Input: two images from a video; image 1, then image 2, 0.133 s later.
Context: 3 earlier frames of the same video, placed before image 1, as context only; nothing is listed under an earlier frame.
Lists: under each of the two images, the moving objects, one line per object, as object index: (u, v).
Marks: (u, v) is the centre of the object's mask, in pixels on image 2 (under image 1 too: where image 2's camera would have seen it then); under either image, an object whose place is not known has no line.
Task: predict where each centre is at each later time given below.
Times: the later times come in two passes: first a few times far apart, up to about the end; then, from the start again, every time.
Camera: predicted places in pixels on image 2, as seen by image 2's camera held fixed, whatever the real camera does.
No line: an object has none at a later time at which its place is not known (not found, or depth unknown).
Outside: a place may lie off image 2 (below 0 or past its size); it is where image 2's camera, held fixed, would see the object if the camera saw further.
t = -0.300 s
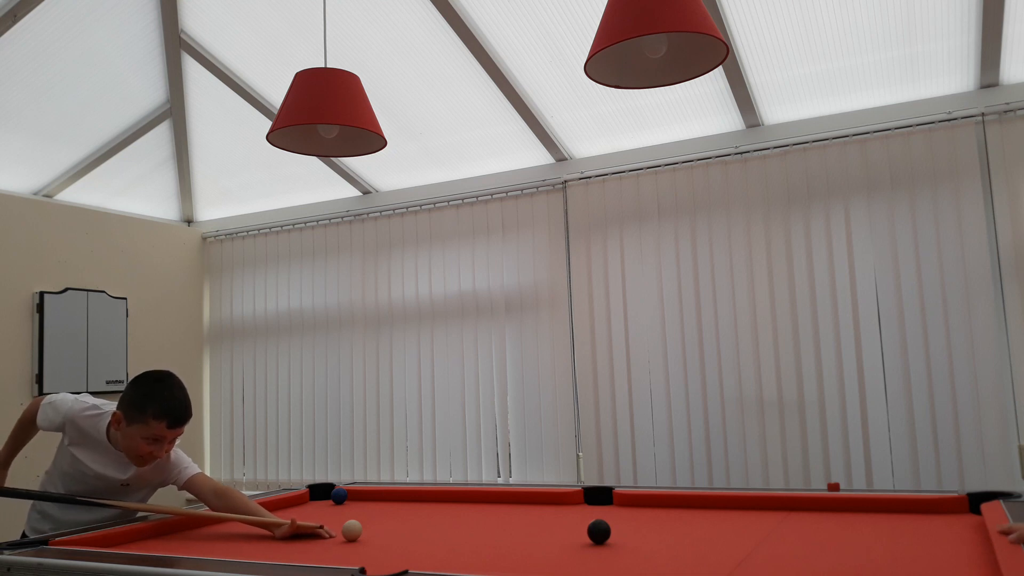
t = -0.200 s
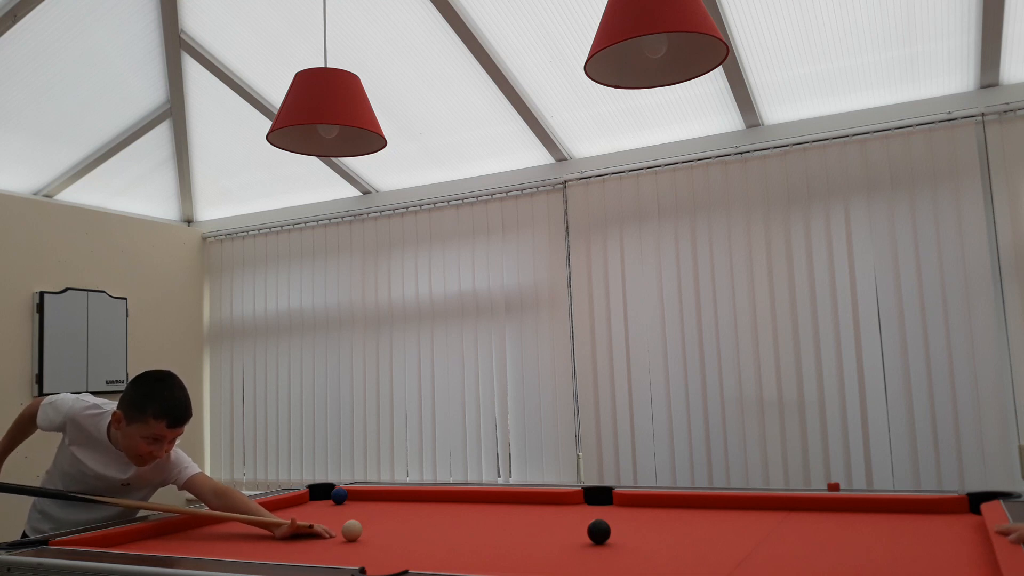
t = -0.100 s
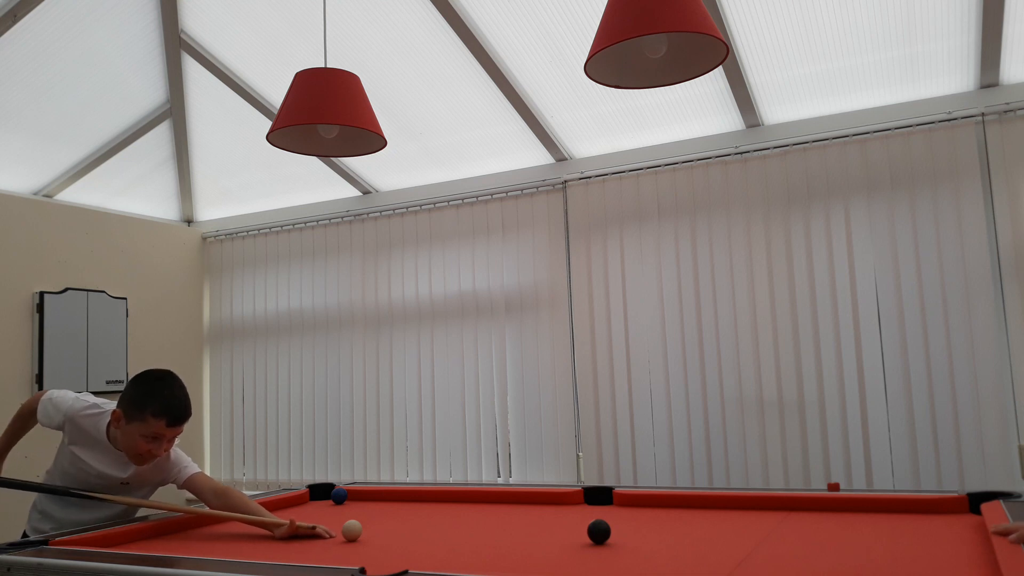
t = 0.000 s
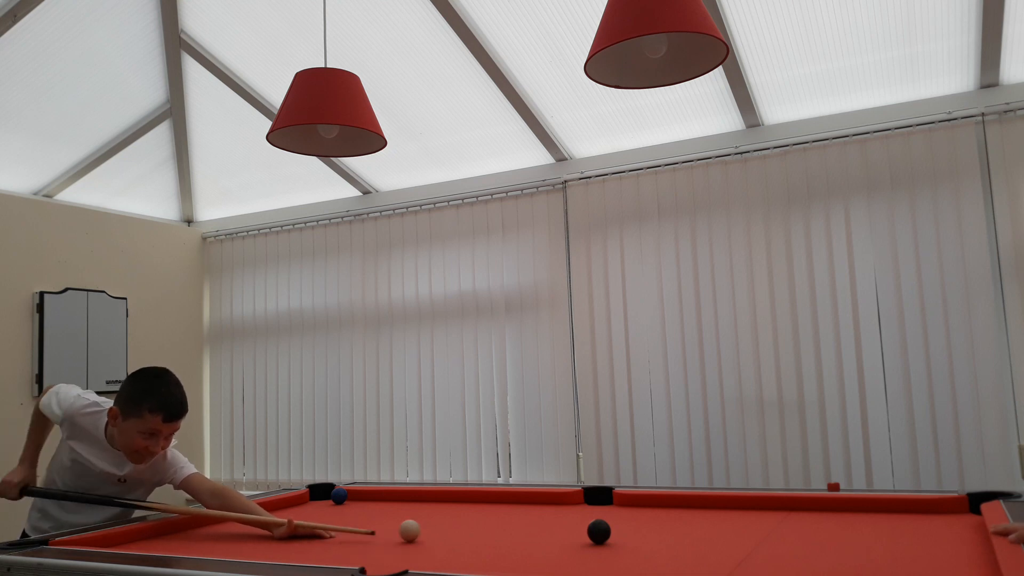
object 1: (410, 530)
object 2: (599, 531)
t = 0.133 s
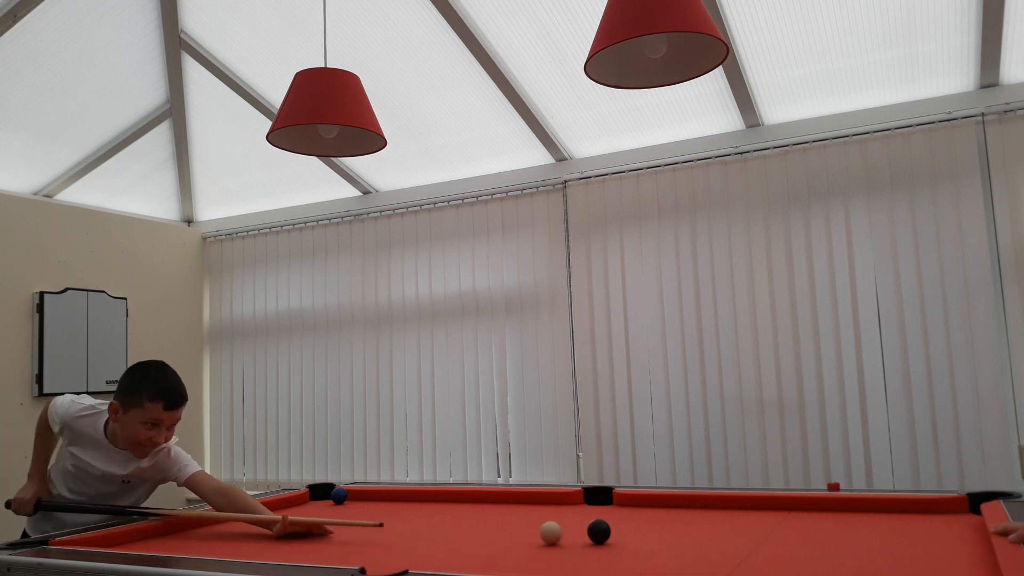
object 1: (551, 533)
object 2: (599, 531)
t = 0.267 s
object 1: (584, 541)
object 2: (680, 527)
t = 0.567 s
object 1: (624, 563)
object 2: (844, 518)
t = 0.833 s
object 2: (964, 510)
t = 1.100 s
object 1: (721, 570)
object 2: (879, 503)
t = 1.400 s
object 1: (771, 566)
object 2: (805, 506)
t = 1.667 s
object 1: (809, 562)
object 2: (743, 508)
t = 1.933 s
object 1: (842, 557)
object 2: (683, 509)
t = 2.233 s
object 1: (873, 551)
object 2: (621, 511)
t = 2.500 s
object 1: (895, 546)
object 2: (569, 512)
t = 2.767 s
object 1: (914, 542)
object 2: (521, 514)
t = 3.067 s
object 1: (932, 538)
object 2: (470, 515)
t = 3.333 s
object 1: (944, 535)
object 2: (427, 517)
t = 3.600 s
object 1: (954, 533)
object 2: (387, 518)
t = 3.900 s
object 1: (961, 531)
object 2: (345, 519)
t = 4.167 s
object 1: (965, 530)
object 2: (310, 520)
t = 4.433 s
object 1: (967, 529)
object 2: (277, 521)
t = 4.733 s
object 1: (966, 528)
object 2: (244, 522)
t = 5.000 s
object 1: (966, 528)
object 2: (217, 523)
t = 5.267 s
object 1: (966, 529)
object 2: (192, 523)
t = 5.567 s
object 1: (966, 529)
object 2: (190, 524)
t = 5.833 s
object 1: (966, 529)
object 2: (197, 525)
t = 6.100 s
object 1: (966, 529)
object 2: (203, 526)
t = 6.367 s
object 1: (966, 529)
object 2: (208, 526)
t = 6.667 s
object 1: (966, 529)
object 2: (211, 527)
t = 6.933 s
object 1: (966, 529)
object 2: (213, 527)
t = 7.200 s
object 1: (966, 529)
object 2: (212, 527)
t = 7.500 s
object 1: (966, 529)
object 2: (213, 527)
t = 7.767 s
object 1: (966, 529)
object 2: (212, 527)
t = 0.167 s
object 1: (576, 534)
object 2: (606, 531)
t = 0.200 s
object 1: (578, 536)
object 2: (632, 529)
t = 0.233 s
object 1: (580, 539)
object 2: (656, 528)
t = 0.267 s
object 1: (584, 541)
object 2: (680, 527)
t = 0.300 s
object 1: (588, 543)
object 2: (702, 526)
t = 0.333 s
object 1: (592, 546)
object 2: (722, 525)
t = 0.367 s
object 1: (596, 548)
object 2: (741, 524)
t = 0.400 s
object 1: (601, 550)
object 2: (758, 523)
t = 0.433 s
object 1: (606, 553)
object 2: (776, 521)
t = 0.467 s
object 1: (610, 555)
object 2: (793, 520)
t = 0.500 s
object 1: (615, 558)
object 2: (810, 520)
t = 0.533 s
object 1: (620, 560)
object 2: (826, 518)
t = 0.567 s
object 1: (624, 563)
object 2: (844, 518)
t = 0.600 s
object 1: (629, 564)
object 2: (860, 516)
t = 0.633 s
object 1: (635, 566)
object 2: (877, 516)
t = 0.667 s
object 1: (640, 567)
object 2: (893, 515)
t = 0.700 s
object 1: (646, 568)
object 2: (910, 514)
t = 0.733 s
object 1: (651, 570)
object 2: (926, 513)
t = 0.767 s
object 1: (657, 571)
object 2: (943, 512)
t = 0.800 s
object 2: (959, 511)
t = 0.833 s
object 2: (964, 510)
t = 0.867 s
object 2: (950, 509)
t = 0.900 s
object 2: (938, 508)
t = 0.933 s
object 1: (689, 573)
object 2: (927, 507)
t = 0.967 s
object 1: (696, 572)
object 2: (917, 506)
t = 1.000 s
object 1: (702, 572)
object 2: (908, 506)
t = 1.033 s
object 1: (708, 571)
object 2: (898, 505)
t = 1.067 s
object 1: (714, 571)
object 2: (888, 504)
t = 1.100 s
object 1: (721, 570)
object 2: (879, 503)
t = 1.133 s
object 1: (727, 570)
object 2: (871, 504)
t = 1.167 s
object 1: (733, 569)
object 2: (862, 504)
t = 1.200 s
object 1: (738, 569)
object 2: (854, 504)
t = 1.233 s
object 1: (744, 569)
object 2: (846, 505)
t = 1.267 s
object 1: (749, 568)
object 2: (837, 505)
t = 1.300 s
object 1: (755, 567)
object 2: (829, 505)
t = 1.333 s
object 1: (761, 567)
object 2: (821, 506)
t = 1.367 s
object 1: (766, 567)
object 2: (812, 506)
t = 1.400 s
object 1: (771, 566)
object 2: (805, 506)
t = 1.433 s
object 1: (776, 566)
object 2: (797, 506)
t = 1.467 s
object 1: (781, 565)
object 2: (789, 507)
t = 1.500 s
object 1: (786, 565)
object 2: (781, 507)
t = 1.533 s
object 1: (791, 564)
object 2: (773, 507)
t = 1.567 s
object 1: (796, 564)
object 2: (765, 507)
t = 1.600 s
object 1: (800, 563)
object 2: (758, 507)
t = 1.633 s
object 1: (805, 563)
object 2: (750, 508)
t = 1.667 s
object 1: (809, 562)
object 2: (743, 508)
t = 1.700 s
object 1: (814, 562)
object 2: (735, 508)
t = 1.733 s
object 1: (818, 561)
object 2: (727, 508)
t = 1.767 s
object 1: (823, 561)
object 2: (720, 508)
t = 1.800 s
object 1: (826, 560)
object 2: (712, 509)
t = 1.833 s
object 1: (831, 559)
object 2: (705, 509)
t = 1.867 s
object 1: (834, 558)
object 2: (698, 509)
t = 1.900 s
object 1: (838, 558)
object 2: (691, 509)
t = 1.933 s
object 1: (842, 557)
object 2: (683, 509)
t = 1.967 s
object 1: (846, 556)
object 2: (676, 509)
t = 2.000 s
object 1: (849, 555)
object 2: (669, 510)
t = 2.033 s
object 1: (853, 555)
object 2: (662, 510)
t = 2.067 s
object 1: (856, 554)
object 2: (655, 510)
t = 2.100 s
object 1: (860, 553)
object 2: (649, 510)
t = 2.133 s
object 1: (863, 553)
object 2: (642, 510)
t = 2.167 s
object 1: (867, 552)
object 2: (635, 511)
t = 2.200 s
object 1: (869, 551)
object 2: (628, 511)
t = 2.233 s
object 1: (873, 551)
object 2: (621, 511)
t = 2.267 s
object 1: (876, 550)
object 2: (615, 511)
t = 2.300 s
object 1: (879, 550)
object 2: (608, 511)
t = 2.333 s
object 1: (882, 549)
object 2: (601, 511)
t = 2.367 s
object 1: (885, 548)
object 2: (595, 511)
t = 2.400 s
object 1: (887, 548)
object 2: (589, 512)
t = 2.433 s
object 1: (890, 547)
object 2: (582, 512)
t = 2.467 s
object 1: (893, 547)
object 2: (576, 512)
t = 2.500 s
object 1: (895, 546)
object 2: (569, 512)
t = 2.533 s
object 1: (898, 545)
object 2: (563, 512)
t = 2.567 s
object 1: (900, 545)
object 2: (557, 513)
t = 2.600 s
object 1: (903, 545)
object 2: (551, 513)
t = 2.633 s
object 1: (905, 544)
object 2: (545, 513)
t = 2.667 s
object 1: (908, 543)
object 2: (539, 513)
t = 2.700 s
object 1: (910, 543)
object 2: (533, 513)
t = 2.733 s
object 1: (912, 542)
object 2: (527, 513)
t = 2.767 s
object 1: (914, 542)
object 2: (521, 514)
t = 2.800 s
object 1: (917, 541)
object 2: (515, 514)
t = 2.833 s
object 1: (919, 541)
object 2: (509, 514)
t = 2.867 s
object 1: (921, 540)
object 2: (504, 514)
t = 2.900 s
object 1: (923, 540)
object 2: (497, 514)
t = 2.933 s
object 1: (925, 540)
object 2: (492, 514)
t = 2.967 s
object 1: (927, 539)
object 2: (487, 514)
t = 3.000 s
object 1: (929, 539)
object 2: (481, 515)
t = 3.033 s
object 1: (930, 539)
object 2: (476, 515)
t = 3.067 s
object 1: (932, 538)
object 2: (470, 515)
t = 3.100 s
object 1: (934, 538)
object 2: (465, 515)
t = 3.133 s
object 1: (935, 538)
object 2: (459, 516)
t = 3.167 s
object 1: (937, 537)
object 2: (454, 516)
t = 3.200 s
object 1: (938, 537)
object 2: (448, 516)
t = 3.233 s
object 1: (940, 537)
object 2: (443, 516)
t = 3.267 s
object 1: (941, 536)
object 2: (437, 516)
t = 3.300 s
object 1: (943, 536)
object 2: (432, 516)
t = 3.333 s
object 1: (944, 535)
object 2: (427, 517)
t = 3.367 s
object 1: (945, 535)
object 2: (422, 517)
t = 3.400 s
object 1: (947, 535)
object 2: (417, 517)
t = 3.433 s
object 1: (948, 535)
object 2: (412, 517)
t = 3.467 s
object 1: (949, 534)
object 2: (407, 517)
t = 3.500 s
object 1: (950, 534)
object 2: (401, 518)
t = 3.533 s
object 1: (952, 533)
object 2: (397, 518)
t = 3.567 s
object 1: (953, 533)
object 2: (392, 518)
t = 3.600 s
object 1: (954, 533)
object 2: (387, 518)
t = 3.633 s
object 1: (955, 533)
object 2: (382, 518)
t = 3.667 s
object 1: (956, 532)
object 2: (377, 518)
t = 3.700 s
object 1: (957, 532)
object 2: (373, 519)
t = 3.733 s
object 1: (958, 532)
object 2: (368, 519)
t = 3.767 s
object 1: (958, 532)
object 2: (363, 519)
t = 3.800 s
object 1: (959, 531)
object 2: (359, 519)
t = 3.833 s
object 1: (960, 531)
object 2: (354, 519)
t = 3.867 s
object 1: (961, 531)
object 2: (349, 519)
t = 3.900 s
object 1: (961, 531)
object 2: (345, 519)
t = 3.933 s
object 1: (962, 531)
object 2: (340, 519)
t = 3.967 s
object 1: (962, 530)
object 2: (336, 520)
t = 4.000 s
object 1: (963, 530)
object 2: (331, 520)
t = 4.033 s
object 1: (963, 530)
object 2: (327, 520)
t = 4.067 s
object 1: (964, 530)
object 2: (323, 520)
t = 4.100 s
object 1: (964, 530)
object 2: (318, 520)
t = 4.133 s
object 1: (965, 530)
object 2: (314, 520)
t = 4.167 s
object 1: (965, 530)
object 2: (310, 520)
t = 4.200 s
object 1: (965, 530)
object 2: (306, 521)
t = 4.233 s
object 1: (966, 530)
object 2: (302, 521)
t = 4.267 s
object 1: (966, 529)
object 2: (298, 521)
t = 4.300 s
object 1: (966, 529)
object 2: (293, 521)
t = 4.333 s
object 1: (966, 529)
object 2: (289, 521)
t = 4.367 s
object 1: (967, 529)
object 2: (285, 521)
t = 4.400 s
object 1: (967, 529)
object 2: (281, 521)
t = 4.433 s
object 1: (967, 529)
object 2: (277, 521)
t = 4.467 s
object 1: (967, 529)
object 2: (273, 521)
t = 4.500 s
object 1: (967, 529)
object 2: (270, 521)
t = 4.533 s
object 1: (967, 529)
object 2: (266, 522)
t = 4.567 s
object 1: (966, 529)
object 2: (262, 522)
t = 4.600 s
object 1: (966, 529)
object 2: (258, 522)
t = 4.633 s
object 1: (966, 529)
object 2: (255, 522)
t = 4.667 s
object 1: (966, 528)
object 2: (251, 522)
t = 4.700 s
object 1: (966, 528)
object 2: (248, 522)
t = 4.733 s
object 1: (966, 528)
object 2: (244, 522)
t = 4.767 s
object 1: (966, 529)
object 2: (241, 522)
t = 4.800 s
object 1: (966, 529)
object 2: (237, 522)
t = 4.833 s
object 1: (966, 528)
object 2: (234, 522)
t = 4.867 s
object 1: (966, 528)
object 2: (230, 522)
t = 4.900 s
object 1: (966, 528)
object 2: (226, 522)
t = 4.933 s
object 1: (966, 529)
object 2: (223, 522)
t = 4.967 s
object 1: (966, 529)
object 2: (220, 522)
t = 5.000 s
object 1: (966, 528)
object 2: (217, 523)
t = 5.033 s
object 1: (966, 528)
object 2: (213, 523)
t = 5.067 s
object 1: (966, 528)
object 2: (211, 523)
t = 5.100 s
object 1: (966, 529)
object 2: (207, 523)
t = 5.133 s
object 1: (966, 529)
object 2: (204, 523)
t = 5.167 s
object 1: (966, 528)
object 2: (201, 523)
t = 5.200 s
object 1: (966, 528)
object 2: (198, 523)
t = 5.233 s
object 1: (966, 528)
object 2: (195, 523)
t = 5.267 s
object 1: (966, 529)
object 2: (192, 523)
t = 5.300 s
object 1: (966, 529)
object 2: (189, 523)
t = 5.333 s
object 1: (966, 528)
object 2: (186, 523)
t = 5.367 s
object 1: (966, 528)
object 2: (184, 523)
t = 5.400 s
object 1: (966, 528)
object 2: (186, 523)
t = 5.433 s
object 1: (966, 528)
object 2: (186, 523)
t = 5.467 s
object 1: (966, 528)
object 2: (188, 524)
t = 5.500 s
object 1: (966, 528)
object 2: (188, 524)
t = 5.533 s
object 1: (966, 528)
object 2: (189, 524)
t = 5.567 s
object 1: (966, 529)
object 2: (190, 524)
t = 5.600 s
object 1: (966, 529)
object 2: (192, 524)
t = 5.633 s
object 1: (966, 528)
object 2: (193, 524)
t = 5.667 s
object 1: (966, 528)
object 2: (193, 525)
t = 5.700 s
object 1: (966, 529)
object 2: (194, 525)
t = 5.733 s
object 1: (966, 529)
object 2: (195, 525)
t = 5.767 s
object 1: (966, 528)
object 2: (196, 525)
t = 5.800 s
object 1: (966, 529)
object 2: (197, 525)
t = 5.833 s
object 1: (966, 529)
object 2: (197, 525)
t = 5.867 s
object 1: (966, 529)
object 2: (198, 525)
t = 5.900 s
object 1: (966, 529)
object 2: (199, 525)
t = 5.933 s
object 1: (966, 529)
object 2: (200, 526)
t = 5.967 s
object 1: (966, 529)
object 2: (200, 526)
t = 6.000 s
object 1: (966, 528)
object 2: (201, 526)
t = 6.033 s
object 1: (966, 529)
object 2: (202, 526)
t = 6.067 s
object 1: (966, 529)
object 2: (202, 526)
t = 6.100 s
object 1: (966, 529)
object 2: (203, 526)
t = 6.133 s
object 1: (966, 528)
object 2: (204, 526)
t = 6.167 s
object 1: (966, 529)
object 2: (205, 526)
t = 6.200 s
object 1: (966, 529)
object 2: (205, 526)
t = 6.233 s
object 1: (966, 529)
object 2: (206, 526)
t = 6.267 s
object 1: (966, 529)
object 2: (206, 526)
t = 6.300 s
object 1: (966, 529)
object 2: (207, 526)
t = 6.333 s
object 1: (966, 529)
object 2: (207, 526)
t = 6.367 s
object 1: (966, 529)
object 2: (208, 526)
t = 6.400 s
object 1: (966, 529)
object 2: (208, 527)
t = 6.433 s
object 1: (966, 529)
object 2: (209, 527)
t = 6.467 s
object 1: (966, 528)
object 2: (209, 527)
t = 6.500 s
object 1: (966, 529)
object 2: (210, 527)
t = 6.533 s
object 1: (966, 529)
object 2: (210, 527)
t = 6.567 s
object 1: (966, 529)
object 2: (210, 527)
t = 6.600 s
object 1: (966, 529)
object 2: (211, 527)
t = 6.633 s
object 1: (966, 529)
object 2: (211, 527)
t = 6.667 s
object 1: (966, 529)
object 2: (211, 527)
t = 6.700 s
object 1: (966, 529)
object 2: (211, 527)
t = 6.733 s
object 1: (966, 529)
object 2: (212, 527)
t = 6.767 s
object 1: (966, 529)
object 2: (212, 527)
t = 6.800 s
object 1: (966, 528)
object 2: (212, 527)
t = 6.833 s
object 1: (966, 529)
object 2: (212, 527)
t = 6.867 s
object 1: (966, 529)
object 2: (213, 527)
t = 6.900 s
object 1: (966, 529)
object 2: (213, 527)
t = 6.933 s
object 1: (966, 529)
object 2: (213, 527)
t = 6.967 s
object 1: (966, 529)
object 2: (213, 527)
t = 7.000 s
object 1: (966, 529)
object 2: (213, 527)
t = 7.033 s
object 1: (966, 529)
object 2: (213, 527)
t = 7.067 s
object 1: (966, 529)
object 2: (213, 527)
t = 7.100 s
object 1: (966, 529)
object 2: (213, 527)
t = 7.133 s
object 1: (966, 529)
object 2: (212, 527)
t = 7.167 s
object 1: (966, 529)
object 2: (213, 527)
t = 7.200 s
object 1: (966, 529)
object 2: (212, 527)
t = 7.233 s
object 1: (966, 529)
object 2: (213, 527)
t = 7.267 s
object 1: (966, 529)
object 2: (212, 527)
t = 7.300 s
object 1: (966, 529)
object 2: (213, 527)
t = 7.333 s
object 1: (966, 529)
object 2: (212, 527)
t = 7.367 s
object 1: (966, 529)
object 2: (213, 527)
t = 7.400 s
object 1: (966, 529)
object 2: (212, 527)
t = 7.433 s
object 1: (966, 529)
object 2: (213, 527)
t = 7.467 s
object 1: (966, 529)
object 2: (212, 527)
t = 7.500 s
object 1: (966, 529)
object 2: (213, 527)
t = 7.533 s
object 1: (966, 529)
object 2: (213, 527)
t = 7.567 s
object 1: (966, 529)
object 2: (212, 527)
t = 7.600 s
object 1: (966, 529)
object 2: (212, 527)
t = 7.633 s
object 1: (966, 529)
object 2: (213, 527)
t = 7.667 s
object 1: (966, 529)
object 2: (213, 527)
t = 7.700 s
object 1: (966, 529)
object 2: (212, 527)
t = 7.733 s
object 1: (966, 529)
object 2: (212, 527)
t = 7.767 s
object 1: (966, 529)
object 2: (212, 527)
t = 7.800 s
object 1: (966, 529)
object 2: (213, 527)
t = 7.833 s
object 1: (966, 528)
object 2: (212, 527)
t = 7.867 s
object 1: (966, 529)
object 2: (213, 527)
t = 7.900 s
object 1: (966, 529)
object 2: (212, 527)
